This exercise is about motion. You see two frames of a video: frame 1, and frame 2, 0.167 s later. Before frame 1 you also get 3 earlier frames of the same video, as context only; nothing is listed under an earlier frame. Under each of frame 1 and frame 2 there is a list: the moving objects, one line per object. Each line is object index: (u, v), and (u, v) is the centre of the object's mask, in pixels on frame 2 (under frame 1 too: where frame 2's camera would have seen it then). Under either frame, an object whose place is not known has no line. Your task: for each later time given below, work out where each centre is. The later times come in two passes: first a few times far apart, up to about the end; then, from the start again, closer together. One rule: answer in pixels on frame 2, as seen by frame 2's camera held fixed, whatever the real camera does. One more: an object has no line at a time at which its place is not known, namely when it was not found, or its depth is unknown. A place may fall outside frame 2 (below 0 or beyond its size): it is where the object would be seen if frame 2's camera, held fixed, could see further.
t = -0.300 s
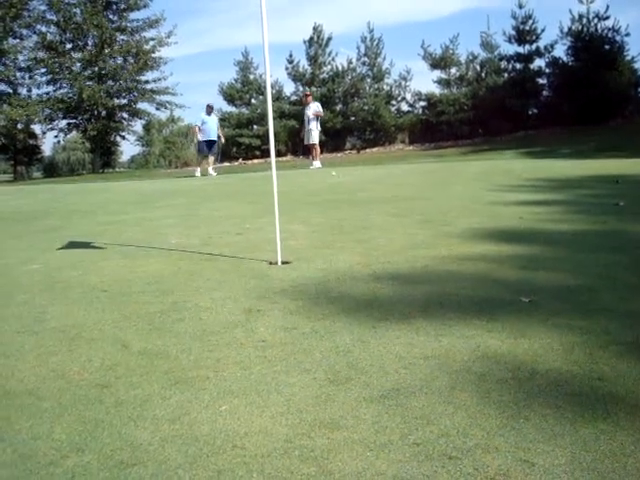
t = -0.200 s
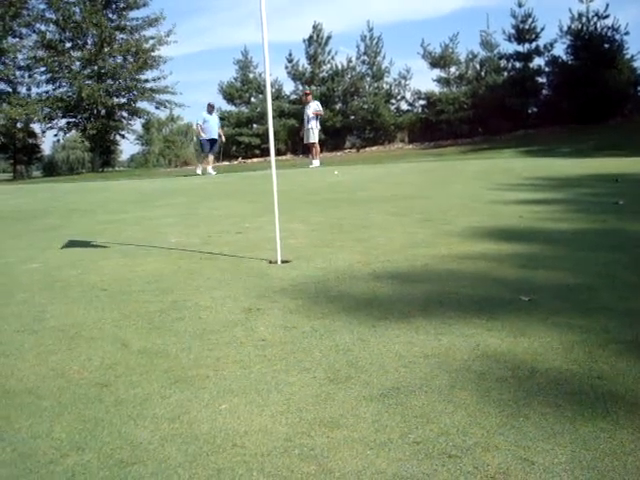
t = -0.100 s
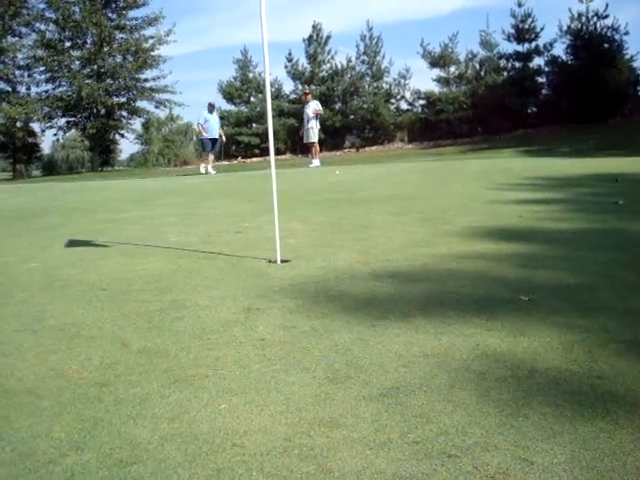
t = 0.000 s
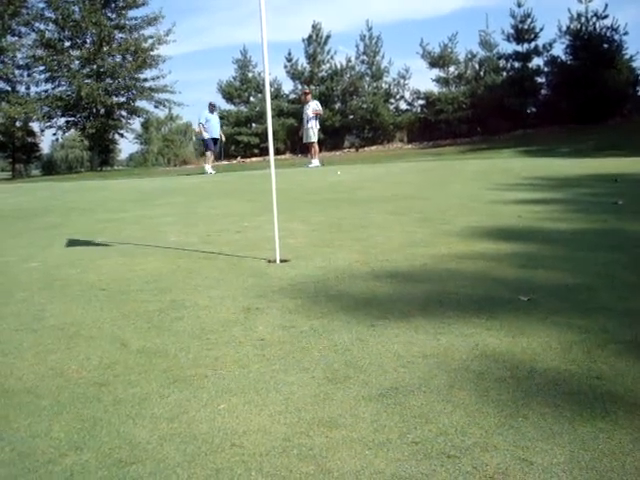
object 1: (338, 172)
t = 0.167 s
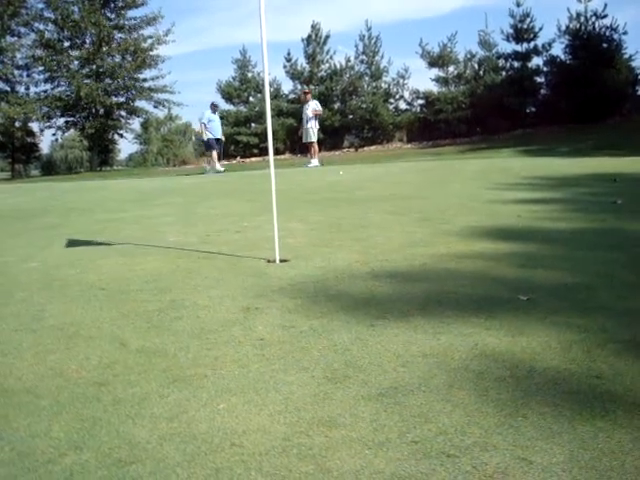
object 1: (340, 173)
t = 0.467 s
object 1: (346, 174)
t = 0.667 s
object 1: (347, 176)
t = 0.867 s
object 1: (348, 178)
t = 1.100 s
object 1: (350, 182)
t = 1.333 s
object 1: (351, 186)
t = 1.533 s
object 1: (350, 190)
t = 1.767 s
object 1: (349, 197)
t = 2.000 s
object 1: (347, 203)
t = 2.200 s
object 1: (343, 209)
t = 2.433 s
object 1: (336, 218)
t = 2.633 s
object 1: (330, 227)
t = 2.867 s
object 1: (318, 240)
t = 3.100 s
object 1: (301, 256)
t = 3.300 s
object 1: (281, 276)
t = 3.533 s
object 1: (249, 310)
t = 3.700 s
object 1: (216, 346)
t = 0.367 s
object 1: (343, 173)
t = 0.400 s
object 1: (344, 173)
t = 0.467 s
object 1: (346, 174)
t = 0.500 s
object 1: (346, 174)
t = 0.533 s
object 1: (346, 174)
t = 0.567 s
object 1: (346, 175)
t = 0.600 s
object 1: (347, 175)
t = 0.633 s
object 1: (347, 176)
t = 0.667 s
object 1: (347, 176)
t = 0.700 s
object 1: (347, 176)
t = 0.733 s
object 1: (348, 177)
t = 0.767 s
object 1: (348, 177)
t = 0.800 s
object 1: (348, 177)
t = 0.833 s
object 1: (349, 178)
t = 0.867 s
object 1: (348, 178)
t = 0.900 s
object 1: (349, 179)
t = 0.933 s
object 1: (349, 179)
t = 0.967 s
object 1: (349, 179)
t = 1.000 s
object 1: (349, 180)
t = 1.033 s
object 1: (350, 181)
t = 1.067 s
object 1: (350, 181)
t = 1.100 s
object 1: (350, 182)
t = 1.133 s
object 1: (350, 182)
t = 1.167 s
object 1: (350, 183)
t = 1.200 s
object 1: (350, 184)
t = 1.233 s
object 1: (350, 184)
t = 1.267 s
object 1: (351, 185)
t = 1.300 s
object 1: (351, 185)
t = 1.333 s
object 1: (351, 186)
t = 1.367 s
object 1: (351, 186)
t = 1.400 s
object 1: (350, 187)
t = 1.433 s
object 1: (350, 187)
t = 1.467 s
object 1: (350, 188)
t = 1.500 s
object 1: (350, 190)
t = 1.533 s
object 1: (350, 190)
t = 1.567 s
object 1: (350, 192)
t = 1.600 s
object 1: (350, 192)
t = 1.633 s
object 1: (350, 193)
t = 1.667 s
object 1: (350, 194)
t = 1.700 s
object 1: (350, 195)
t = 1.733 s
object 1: (350, 196)
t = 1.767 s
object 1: (349, 197)
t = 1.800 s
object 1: (349, 197)
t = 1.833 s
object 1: (349, 198)
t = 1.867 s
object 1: (349, 199)
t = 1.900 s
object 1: (348, 200)
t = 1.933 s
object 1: (348, 201)
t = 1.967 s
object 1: (347, 202)
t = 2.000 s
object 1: (347, 203)
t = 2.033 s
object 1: (347, 204)
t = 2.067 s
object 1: (346, 205)
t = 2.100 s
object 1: (345, 206)
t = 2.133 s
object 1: (344, 207)
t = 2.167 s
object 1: (344, 208)
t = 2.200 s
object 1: (343, 209)
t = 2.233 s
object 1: (342, 210)
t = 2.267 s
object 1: (341, 211)
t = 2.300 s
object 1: (340, 213)
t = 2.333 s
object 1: (339, 214)
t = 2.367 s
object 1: (339, 215)
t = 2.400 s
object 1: (338, 217)
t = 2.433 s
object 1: (336, 218)
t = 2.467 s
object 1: (335, 219)
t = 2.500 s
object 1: (334, 220)
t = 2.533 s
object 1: (333, 222)
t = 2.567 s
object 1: (332, 224)
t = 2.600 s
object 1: (331, 225)
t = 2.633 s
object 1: (330, 227)
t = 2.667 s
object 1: (328, 228)
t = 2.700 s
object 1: (327, 230)
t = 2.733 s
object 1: (325, 231)
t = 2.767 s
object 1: (323, 234)
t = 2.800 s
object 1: (322, 236)
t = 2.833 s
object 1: (320, 237)
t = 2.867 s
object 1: (318, 240)
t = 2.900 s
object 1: (316, 241)
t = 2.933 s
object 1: (314, 244)
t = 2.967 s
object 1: (312, 246)
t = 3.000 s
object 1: (309, 248)
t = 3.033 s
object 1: (307, 251)
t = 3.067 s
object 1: (305, 254)
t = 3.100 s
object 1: (301, 256)
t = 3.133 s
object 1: (299, 259)
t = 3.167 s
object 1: (295, 262)
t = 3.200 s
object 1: (292, 266)
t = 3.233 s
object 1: (289, 269)
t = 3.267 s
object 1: (285, 273)
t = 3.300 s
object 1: (281, 276)
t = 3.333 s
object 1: (278, 280)
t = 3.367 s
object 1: (273, 285)
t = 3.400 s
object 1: (269, 289)
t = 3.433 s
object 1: (264, 294)
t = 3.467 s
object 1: (260, 299)
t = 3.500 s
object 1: (255, 304)
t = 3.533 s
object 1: (249, 310)
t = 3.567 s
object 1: (243, 317)
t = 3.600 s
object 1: (237, 323)
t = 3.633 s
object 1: (230, 331)
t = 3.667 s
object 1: (224, 338)
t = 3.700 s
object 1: (216, 346)
